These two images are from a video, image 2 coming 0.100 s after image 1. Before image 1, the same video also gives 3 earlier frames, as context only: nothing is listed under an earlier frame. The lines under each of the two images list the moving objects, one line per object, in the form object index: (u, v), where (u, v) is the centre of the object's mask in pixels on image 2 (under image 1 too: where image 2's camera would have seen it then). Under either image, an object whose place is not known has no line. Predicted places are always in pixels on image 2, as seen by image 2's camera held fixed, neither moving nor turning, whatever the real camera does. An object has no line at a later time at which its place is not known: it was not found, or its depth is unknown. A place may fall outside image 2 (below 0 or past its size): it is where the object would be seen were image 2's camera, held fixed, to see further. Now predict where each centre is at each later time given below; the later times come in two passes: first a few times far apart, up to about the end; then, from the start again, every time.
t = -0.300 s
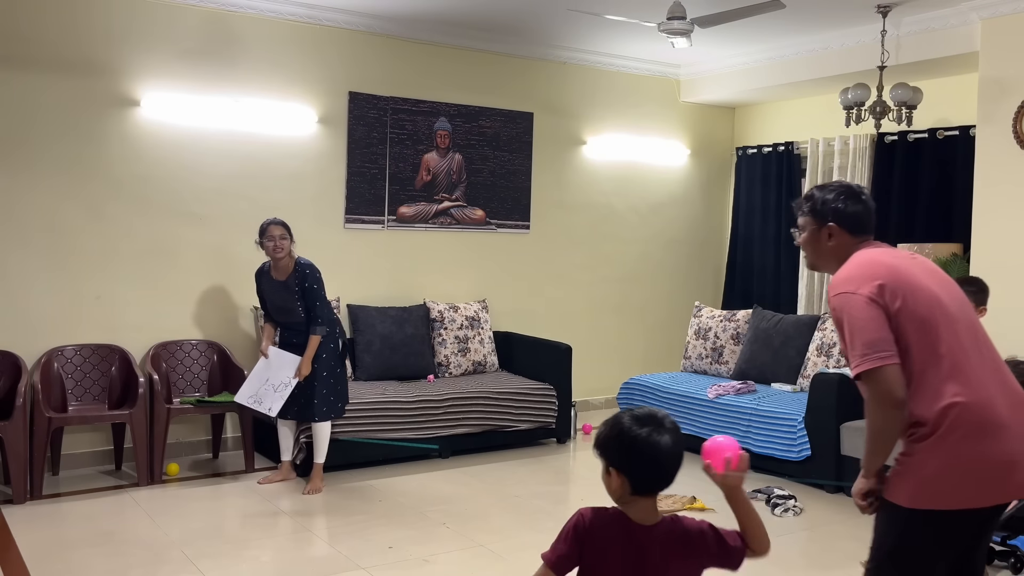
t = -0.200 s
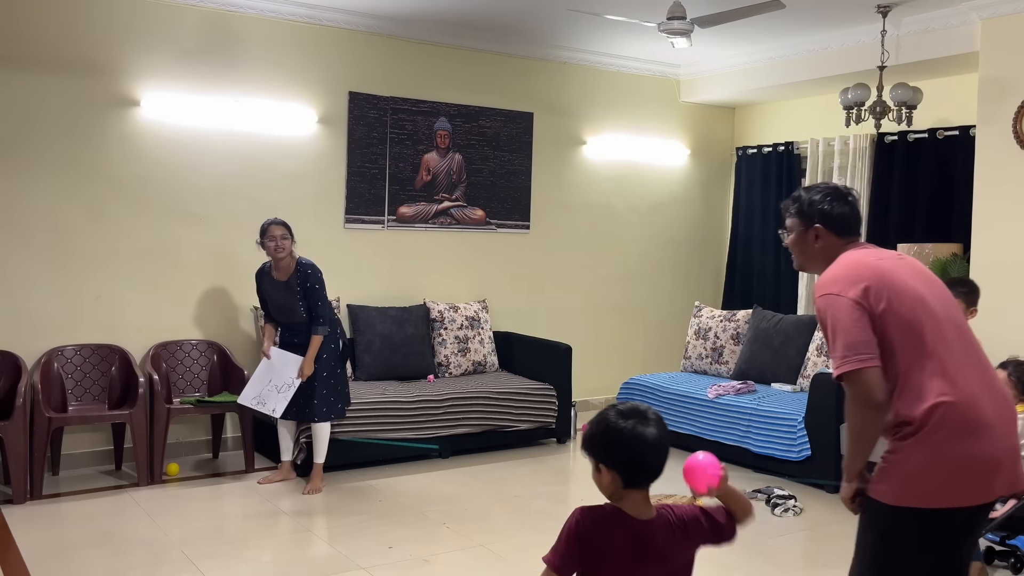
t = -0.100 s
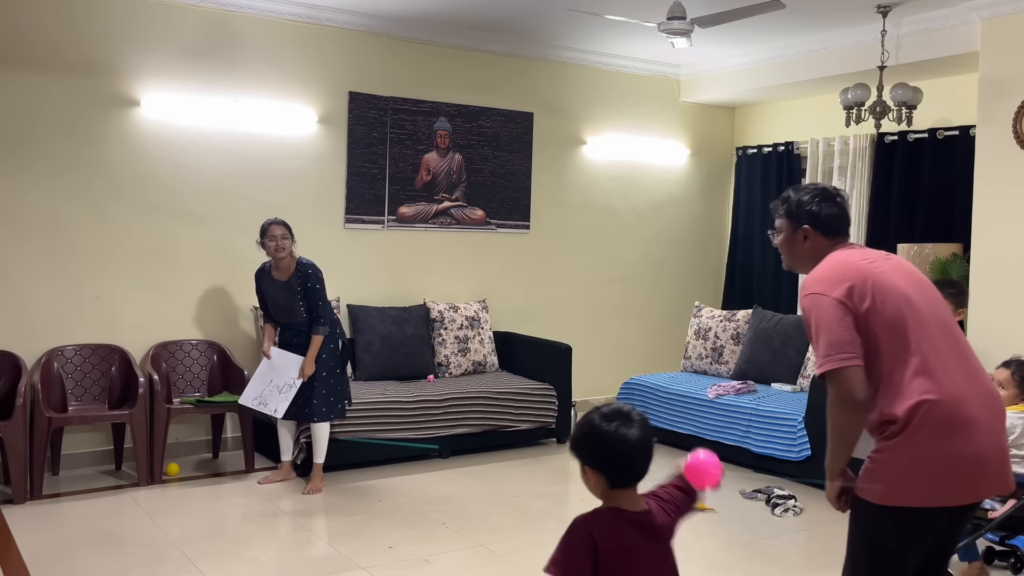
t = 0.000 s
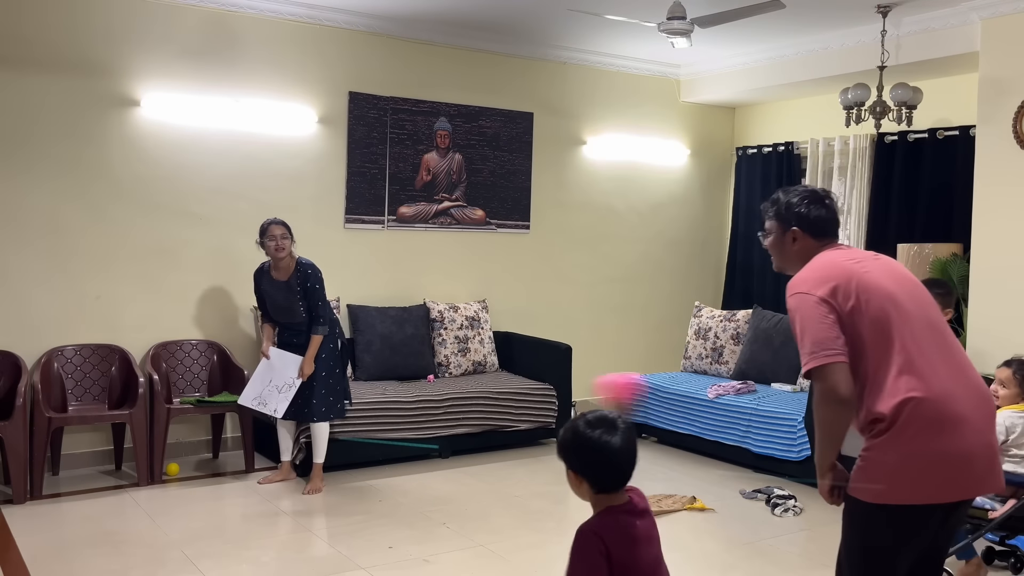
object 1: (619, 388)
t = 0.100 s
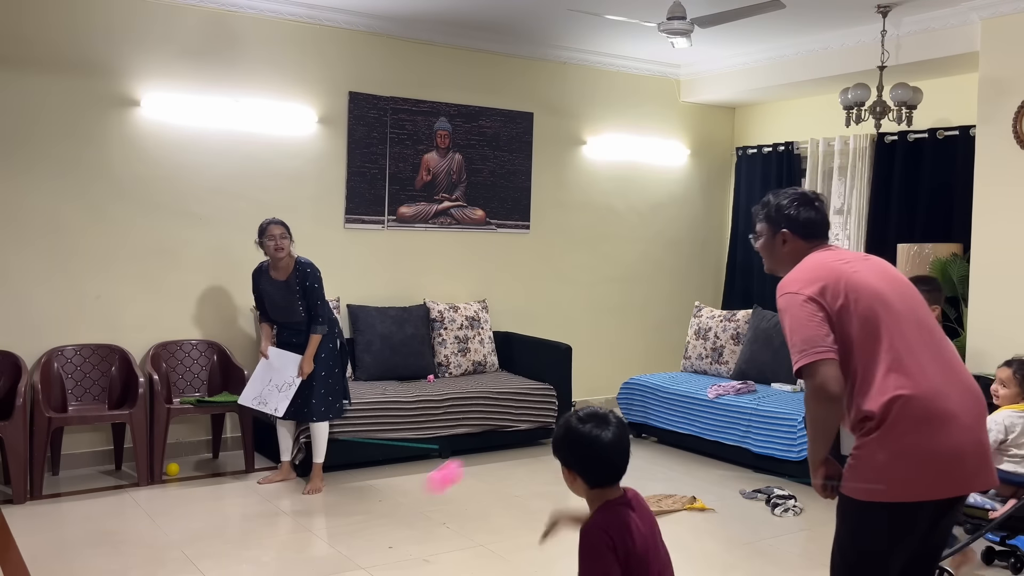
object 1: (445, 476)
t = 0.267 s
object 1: (290, 561)
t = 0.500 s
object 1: (223, 439)
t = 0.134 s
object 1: (403, 505)
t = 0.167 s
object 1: (367, 530)
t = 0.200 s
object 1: (337, 553)
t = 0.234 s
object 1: (311, 571)
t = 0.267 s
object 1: (290, 561)
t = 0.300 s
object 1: (279, 534)
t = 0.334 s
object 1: (269, 509)
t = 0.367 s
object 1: (258, 487)
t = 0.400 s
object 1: (249, 471)
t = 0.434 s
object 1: (240, 459)
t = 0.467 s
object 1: (231, 448)
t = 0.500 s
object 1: (223, 439)
